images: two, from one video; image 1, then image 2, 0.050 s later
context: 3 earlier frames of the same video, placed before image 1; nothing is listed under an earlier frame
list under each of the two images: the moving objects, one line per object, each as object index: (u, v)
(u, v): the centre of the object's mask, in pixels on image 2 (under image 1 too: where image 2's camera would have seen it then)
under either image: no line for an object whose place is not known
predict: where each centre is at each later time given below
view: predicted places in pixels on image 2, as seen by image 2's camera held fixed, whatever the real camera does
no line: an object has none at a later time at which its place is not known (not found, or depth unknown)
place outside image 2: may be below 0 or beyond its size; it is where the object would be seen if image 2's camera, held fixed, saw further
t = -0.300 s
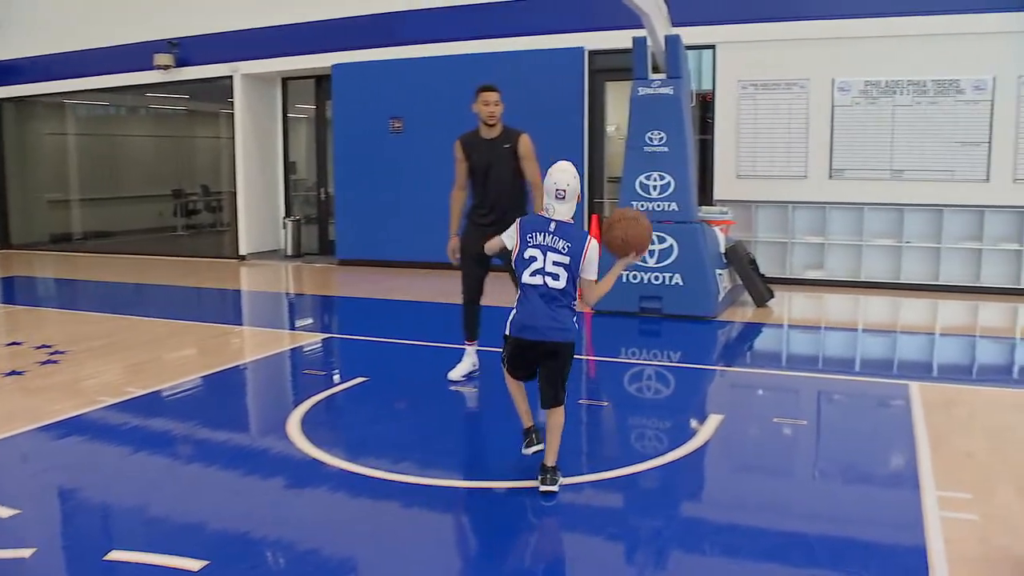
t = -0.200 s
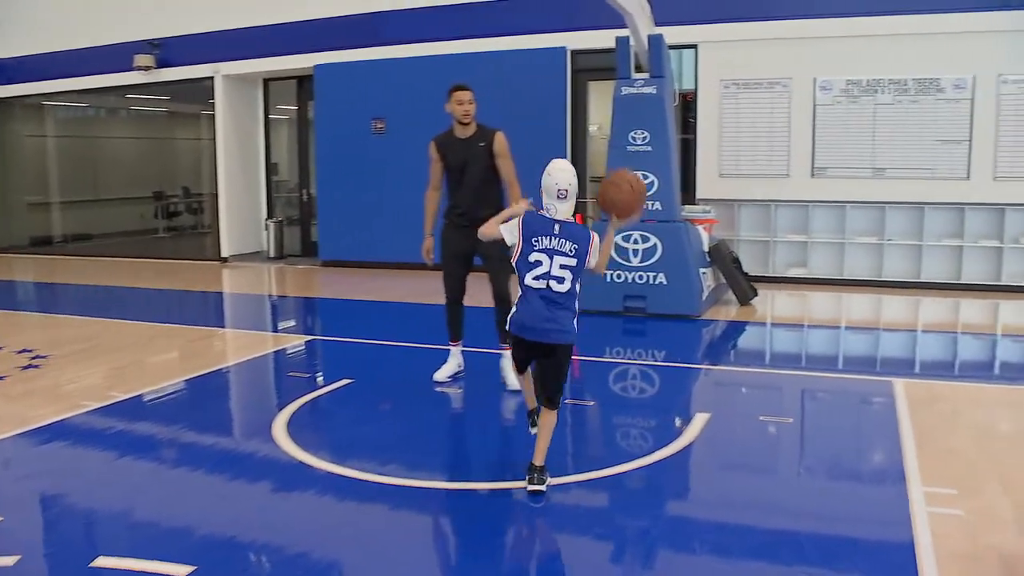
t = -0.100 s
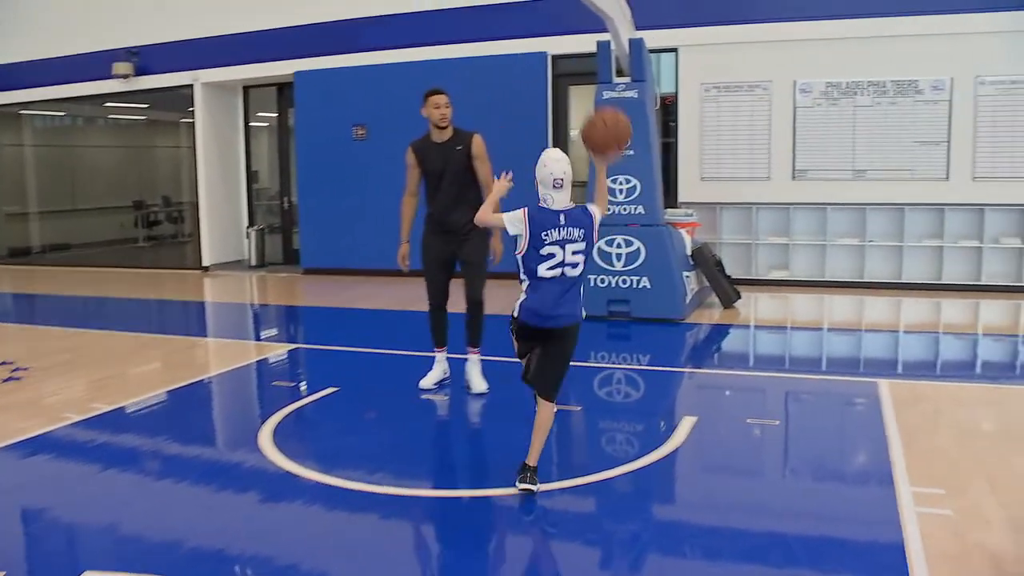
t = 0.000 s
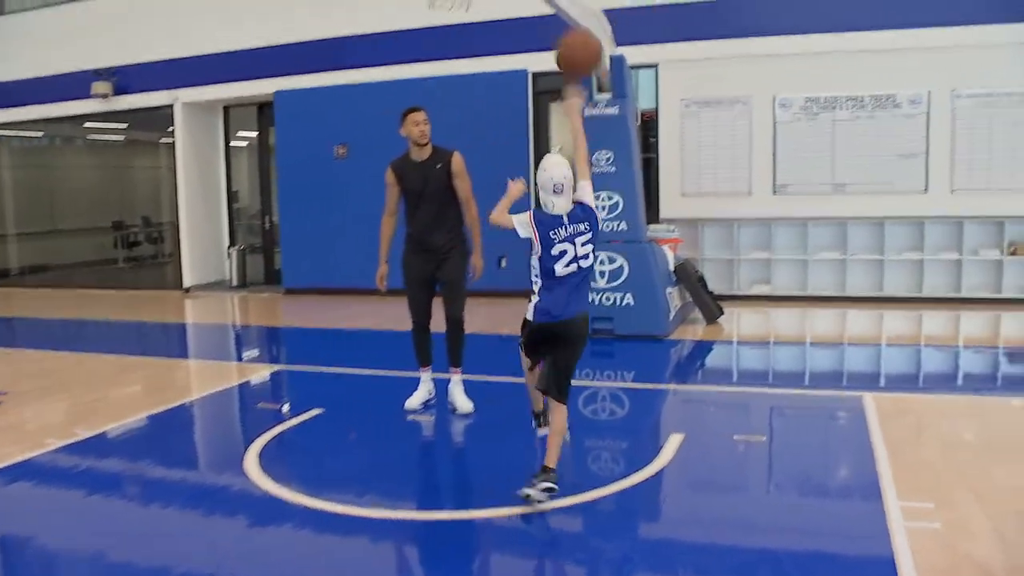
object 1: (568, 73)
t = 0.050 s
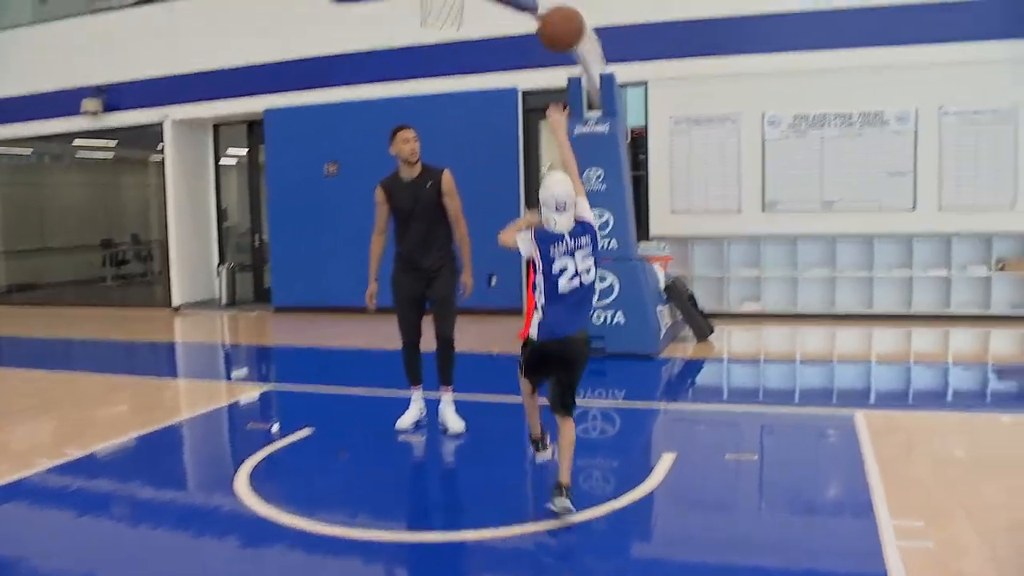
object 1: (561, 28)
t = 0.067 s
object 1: (559, 15)
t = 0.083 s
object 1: (556, 4)
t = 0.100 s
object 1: (554, -8)
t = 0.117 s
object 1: (552, -19)
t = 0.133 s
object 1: (550, -29)
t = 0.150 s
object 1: (548, -40)
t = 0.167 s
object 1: (545, -50)
